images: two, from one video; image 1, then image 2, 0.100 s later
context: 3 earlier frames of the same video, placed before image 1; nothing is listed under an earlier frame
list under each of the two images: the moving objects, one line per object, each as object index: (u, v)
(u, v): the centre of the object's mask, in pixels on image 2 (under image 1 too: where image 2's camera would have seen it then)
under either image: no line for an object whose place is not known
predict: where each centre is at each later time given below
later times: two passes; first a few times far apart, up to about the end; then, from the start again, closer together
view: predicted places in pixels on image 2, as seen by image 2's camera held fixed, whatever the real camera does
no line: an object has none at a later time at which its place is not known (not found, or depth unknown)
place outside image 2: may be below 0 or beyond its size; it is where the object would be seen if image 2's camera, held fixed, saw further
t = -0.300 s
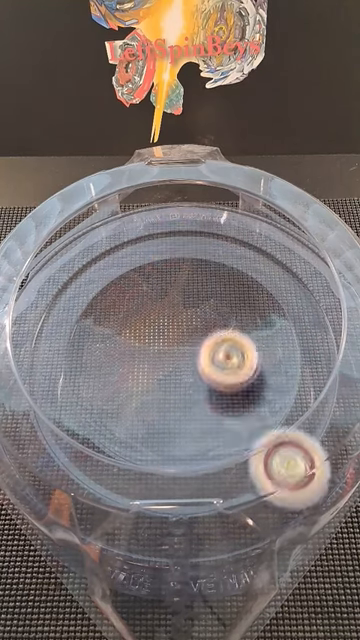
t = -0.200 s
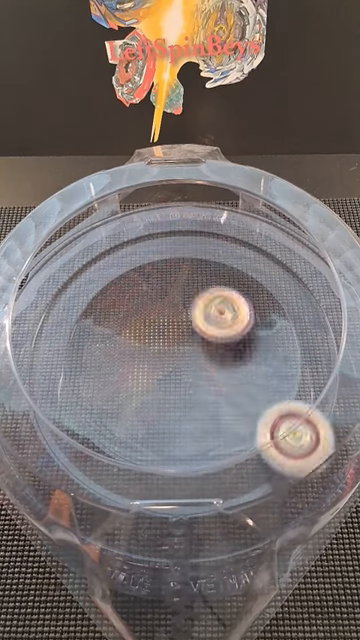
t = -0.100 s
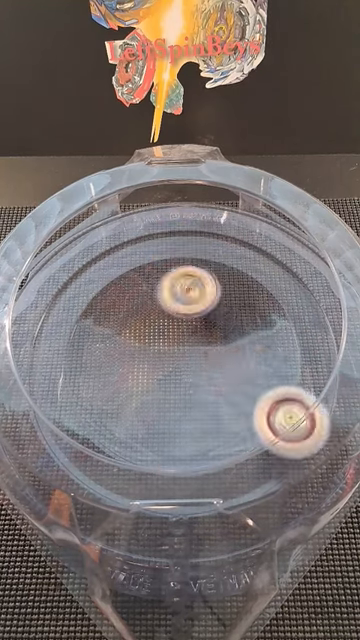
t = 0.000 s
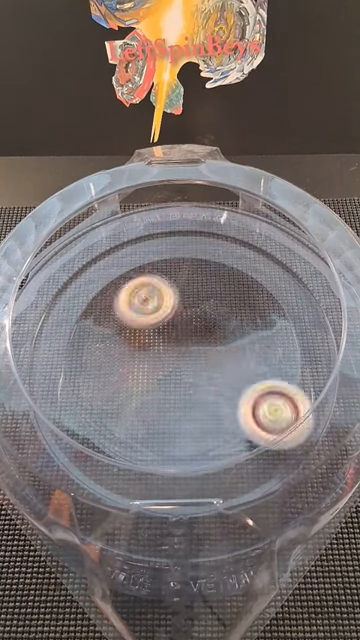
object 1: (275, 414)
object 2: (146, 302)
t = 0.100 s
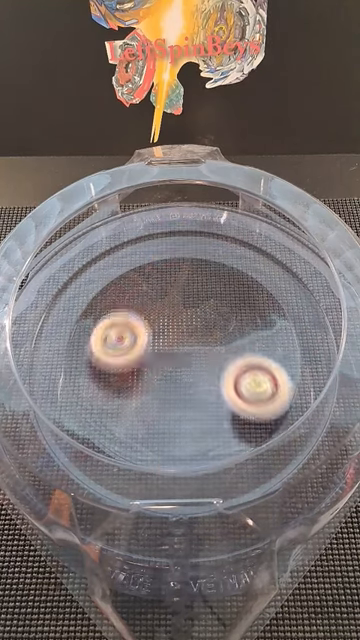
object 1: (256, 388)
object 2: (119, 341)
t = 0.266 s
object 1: (206, 323)
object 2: (151, 411)
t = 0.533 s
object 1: (93, 345)
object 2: (269, 361)
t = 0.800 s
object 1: (120, 439)
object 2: (184, 277)
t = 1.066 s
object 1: (242, 379)
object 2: (86, 363)
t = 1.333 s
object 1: (177, 274)
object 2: (182, 446)
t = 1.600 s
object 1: (80, 309)
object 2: (271, 338)
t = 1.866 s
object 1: (139, 411)
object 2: (166, 264)
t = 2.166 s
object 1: (261, 332)
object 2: (77, 366)
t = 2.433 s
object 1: (201, 259)
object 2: (200, 431)
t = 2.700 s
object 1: (114, 328)
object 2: (278, 325)
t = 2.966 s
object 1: (195, 418)
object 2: (166, 272)
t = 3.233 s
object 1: (284, 352)
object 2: (95, 369)
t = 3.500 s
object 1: (202, 288)
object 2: (199, 428)
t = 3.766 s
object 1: (115, 368)
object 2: (247, 324)
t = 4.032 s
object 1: (187, 436)
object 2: (161, 302)
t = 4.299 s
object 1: (251, 350)
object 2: (145, 369)
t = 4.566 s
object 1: (151, 305)
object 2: (205, 369)
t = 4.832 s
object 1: (110, 387)
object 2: (196, 330)
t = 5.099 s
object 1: (217, 384)
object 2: (159, 350)
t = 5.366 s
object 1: (199, 304)
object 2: (184, 372)
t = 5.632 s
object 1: (134, 332)
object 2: (197, 344)
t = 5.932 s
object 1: (182, 395)
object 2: (184, 330)
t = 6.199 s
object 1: (251, 358)
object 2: (167, 346)
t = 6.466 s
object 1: (203, 293)
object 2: (182, 377)
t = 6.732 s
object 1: (131, 313)
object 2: (187, 393)
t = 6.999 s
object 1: (116, 378)
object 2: (214, 361)
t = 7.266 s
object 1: (193, 391)
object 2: (198, 326)
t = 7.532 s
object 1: (225, 344)
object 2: (163, 300)
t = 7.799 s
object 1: (233, 352)
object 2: (101, 279)
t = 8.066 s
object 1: (231, 356)
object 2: (117, 315)
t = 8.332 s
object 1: (215, 359)
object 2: (142, 341)
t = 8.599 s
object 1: (229, 384)
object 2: (139, 344)
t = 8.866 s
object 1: (243, 394)
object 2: (150, 348)
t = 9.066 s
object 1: (248, 398)
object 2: (159, 357)
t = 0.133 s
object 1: (249, 375)
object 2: (117, 358)
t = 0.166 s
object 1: (243, 361)
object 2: (119, 373)
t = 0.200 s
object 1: (233, 348)
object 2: (126, 387)
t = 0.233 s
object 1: (222, 334)
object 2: (137, 401)
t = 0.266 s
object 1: (206, 323)
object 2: (151, 411)
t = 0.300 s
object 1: (190, 316)
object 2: (167, 417)
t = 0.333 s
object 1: (173, 311)
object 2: (184, 419)
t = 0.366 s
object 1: (157, 310)
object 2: (203, 416)
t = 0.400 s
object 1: (140, 312)
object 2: (222, 412)
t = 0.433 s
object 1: (125, 317)
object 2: (239, 404)
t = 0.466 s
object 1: (113, 324)
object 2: (253, 392)
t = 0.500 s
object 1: (102, 334)
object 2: (263, 378)
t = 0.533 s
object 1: (93, 345)
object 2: (269, 361)
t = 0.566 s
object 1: (86, 357)
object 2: (271, 344)
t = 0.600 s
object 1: (80, 370)
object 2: (269, 328)
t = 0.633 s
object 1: (78, 384)
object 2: (261, 315)
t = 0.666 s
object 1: (80, 398)
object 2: (251, 301)
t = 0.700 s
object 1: (85, 409)
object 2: (237, 290)
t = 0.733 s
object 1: (94, 420)
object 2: (221, 281)
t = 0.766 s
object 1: (106, 430)
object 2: (203, 278)
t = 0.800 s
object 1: (120, 439)
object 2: (184, 277)
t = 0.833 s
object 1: (136, 443)
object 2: (165, 278)
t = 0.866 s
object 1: (155, 443)
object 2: (147, 283)
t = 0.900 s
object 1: (174, 441)
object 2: (131, 291)
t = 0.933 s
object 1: (191, 434)
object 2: (115, 304)
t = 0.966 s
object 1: (209, 425)
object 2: (103, 317)
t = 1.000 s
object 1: (223, 412)
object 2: (94, 331)
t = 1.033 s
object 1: (235, 396)
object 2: (87, 347)
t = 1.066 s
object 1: (242, 379)
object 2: (86, 363)
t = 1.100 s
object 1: (246, 361)
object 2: (88, 381)
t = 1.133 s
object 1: (244, 344)
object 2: (92, 398)
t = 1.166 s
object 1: (239, 326)
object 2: (99, 412)
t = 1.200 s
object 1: (231, 311)
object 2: (112, 424)
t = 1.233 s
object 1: (220, 299)
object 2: (127, 434)
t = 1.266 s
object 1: (207, 287)
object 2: (143, 440)
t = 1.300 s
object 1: (193, 280)
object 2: (162, 445)
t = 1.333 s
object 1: (177, 274)
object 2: (182, 446)
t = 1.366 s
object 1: (162, 271)
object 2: (203, 441)
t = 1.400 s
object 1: (147, 270)
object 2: (222, 433)
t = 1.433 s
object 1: (132, 271)
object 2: (239, 422)
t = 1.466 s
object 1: (119, 274)
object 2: (254, 408)
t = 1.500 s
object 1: (106, 279)
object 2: (266, 391)
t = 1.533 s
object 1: (95, 286)
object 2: (272, 374)
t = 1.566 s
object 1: (86, 297)
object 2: (273, 356)
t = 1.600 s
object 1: (80, 309)
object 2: (271, 338)
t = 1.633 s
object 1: (76, 324)
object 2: (266, 321)
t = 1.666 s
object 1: (75, 339)
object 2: (256, 305)
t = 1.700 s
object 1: (76, 354)
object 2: (246, 291)
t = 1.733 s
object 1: (82, 370)
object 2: (233, 280)
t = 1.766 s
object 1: (92, 383)
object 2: (218, 271)
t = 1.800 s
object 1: (105, 395)
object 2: (201, 265)
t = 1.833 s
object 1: (121, 404)
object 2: (184, 263)
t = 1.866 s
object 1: (139, 411)
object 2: (166, 264)
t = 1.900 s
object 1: (159, 415)
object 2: (148, 266)
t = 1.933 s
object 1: (179, 414)
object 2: (131, 271)
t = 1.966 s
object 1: (199, 410)
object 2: (115, 279)
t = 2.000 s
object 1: (216, 402)
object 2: (101, 289)
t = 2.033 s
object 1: (232, 390)
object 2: (89, 300)
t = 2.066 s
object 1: (243, 378)
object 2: (80, 315)
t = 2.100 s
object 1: (253, 363)
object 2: (75, 331)
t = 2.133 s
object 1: (258, 348)
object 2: (74, 348)
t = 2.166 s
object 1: (261, 332)
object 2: (77, 366)
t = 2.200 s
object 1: (260, 316)
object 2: (83, 383)
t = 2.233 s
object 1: (257, 303)
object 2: (94, 399)
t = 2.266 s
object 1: (252, 291)
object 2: (107, 412)
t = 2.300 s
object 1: (245, 282)
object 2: (123, 422)
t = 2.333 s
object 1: (236, 273)
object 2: (141, 429)
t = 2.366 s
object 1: (225, 266)
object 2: (161, 433)
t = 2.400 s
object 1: (213, 262)
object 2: (180, 434)
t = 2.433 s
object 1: (201, 259)
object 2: (200, 431)
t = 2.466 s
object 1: (188, 259)
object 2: (219, 425)
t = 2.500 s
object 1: (174, 262)
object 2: (236, 417)
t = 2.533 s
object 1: (160, 267)
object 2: (251, 405)
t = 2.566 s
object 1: (148, 275)
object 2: (263, 391)
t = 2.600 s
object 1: (136, 284)
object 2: (272, 375)
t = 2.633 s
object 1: (126, 298)
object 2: (278, 358)
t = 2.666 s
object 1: (119, 311)
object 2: (280, 342)
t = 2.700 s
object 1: (114, 328)
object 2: (278, 325)
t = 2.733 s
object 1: (113, 345)
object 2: (272, 310)
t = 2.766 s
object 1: (116, 362)
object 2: (262, 297)
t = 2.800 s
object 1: (123, 378)
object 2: (250, 285)
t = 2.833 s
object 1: (132, 392)
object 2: (236, 277)
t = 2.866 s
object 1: (146, 403)
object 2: (220, 271)
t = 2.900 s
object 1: (161, 411)
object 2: (202, 268)
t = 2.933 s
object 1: (178, 416)
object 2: (184, 269)
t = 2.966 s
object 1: (195, 418)
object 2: (166, 272)
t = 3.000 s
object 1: (212, 416)
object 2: (150, 278)
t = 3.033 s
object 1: (229, 413)
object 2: (135, 286)
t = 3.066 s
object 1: (244, 407)
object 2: (121, 297)
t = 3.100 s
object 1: (257, 399)
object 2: (110, 309)
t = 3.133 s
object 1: (268, 389)
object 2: (102, 323)
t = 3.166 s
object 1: (276, 377)
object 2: (96, 339)
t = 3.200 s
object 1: (281, 366)
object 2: (94, 353)
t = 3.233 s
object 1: (284, 352)
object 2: (95, 369)
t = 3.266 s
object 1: (283, 340)
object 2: (98, 383)
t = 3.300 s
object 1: (279, 327)
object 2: (106, 397)
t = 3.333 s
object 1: (272, 316)
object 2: (116, 408)
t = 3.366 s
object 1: (261, 306)
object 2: (130, 418)
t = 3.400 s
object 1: (249, 298)
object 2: (146, 426)
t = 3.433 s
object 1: (235, 292)
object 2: (164, 431)
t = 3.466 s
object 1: (219, 289)
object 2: (182, 432)
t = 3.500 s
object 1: (202, 288)
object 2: (199, 428)
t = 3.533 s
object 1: (185, 291)
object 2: (215, 422)
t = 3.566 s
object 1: (169, 296)
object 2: (229, 413)
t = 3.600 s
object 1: (154, 304)
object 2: (240, 400)
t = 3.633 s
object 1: (141, 314)
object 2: (249, 386)
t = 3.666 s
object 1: (130, 326)
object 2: (254, 370)
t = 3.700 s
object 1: (122, 340)
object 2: (255, 353)
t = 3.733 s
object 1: (116, 353)
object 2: (253, 338)
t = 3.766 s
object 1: (115, 368)
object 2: (247, 324)
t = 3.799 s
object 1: (116, 381)
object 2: (240, 313)
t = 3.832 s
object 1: (120, 394)
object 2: (230, 305)
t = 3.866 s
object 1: (126, 405)
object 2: (220, 299)
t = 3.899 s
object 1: (136, 416)
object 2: (209, 295)
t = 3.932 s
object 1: (146, 425)
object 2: (198, 294)
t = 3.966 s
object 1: (159, 431)
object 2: (187, 295)
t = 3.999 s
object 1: (173, 435)
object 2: (174, 297)
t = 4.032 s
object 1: (187, 436)
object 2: (161, 302)
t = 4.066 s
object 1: (203, 433)
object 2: (150, 309)
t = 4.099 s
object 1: (218, 428)
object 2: (141, 317)
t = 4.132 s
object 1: (231, 419)
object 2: (135, 327)
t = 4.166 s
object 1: (242, 408)
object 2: (132, 337)
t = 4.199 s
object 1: (249, 395)
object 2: (132, 347)
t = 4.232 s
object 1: (254, 380)
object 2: (134, 356)
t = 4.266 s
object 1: (254, 366)
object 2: (140, 363)
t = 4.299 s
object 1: (251, 350)
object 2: (145, 369)
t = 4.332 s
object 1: (245, 336)
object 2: (151, 374)
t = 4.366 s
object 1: (236, 323)
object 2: (158, 379)
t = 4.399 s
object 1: (223, 314)
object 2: (167, 382)
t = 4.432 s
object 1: (209, 306)
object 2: (175, 382)
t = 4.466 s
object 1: (195, 302)
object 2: (185, 381)
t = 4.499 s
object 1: (179, 300)
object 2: (192, 379)
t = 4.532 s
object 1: (164, 302)
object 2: (199, 374)
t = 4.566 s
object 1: (151, 305)
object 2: (205, 369)
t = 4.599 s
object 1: (138, 311)
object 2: (209, 363)
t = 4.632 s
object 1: (127, 318)
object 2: (211, 357)
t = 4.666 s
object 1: (118, 327)
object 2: (211, 351)
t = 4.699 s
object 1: (109, 338)
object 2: (210, 346)
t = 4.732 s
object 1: (104, 349)
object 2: (208, 341)
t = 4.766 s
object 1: (102, 363)
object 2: (205, 337)
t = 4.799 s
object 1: (103, 376)
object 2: (202, 333)
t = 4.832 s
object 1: (110, 387)
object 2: (196, 330)
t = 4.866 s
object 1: (119, 397)
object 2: (190, 328)
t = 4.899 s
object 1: (131, 404)
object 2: (184, 328)
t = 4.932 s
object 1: (147, 409)
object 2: (177, 329)
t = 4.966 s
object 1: (162, 411)
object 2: (171, 332)
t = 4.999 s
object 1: (179, 408)
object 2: (166, 336)
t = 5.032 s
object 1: (194, 404)
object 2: (162, 341)
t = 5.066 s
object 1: (207, 396)
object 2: (160, 346)
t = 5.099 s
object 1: (217, 384)
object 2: (159, 350)
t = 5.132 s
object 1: (225, 372)
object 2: (159, 355)
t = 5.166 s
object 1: (229, 360)
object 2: (159, 359)
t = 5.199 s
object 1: (230, 347)
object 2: (160, 364)
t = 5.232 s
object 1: (227, 335)
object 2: (163, 369)
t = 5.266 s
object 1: (222, 324)
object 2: (168, 372)
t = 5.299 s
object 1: (216, 316)
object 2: (174, 374)
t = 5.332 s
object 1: (207, 310)
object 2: (179, 373)
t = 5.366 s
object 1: (199, 304)
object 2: (184, 372)
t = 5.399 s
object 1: (189, 302)
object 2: (187, 370)
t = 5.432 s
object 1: (178, 300)
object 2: (191, 369)
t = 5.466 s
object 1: (169, 301)
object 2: (195, 366)
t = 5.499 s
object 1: (159, 304)
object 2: (199, 362)
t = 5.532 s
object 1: (151, 308)
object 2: (201, 357)
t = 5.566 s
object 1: (143, 315)
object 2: (201, 351)
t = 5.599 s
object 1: (137, 323)
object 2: (200, 347)
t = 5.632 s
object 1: (134, 332)
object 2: (197, 344)
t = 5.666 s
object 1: (132, 343)
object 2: (196, 341)
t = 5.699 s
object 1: (131, 353)
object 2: (196, 339)
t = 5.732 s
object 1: (135, 363)
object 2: (195, 336)
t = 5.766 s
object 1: (140, 372)
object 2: (192, 334)
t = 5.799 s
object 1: (146, 381)
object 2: (190, 333)
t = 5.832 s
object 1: (153, 387)
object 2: (189, 332)
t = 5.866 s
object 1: (162, 393)
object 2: (189, 331)
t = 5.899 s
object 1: (171, 396)
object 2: (187, 330)
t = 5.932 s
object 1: (182, 395)
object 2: (184, 330)
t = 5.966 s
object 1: (192, 395)
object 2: (180, 332)
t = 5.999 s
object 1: (203, 391)
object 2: (178, 336)
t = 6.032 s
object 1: (211, 386)
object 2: (177, 338)
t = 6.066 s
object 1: (223, 385)
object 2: (172, 336)
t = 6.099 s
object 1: (232, 381)
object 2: (168, 337)
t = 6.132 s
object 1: (240, 375)
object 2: (166, 340)
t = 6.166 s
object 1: (247, 366)
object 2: (166, 344)
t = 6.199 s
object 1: (251, 358)
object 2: (167, 346)
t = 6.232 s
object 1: (252, 348)
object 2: (167, 350)
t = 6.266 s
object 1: (250, 338)
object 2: (170, 355)
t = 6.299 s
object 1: (246, 329)
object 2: (175, 359)
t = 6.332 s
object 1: (237, 321)
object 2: (180, 361)
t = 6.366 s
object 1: (227, 316)
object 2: (184, 361)
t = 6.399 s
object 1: (217, 311)
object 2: (188, 363)
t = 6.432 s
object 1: (210, 302)
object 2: (185, 370)
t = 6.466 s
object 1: (203, 293)
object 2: (182, 377)
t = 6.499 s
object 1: (194, 286)
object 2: (179, 384)
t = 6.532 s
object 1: (185, 284)
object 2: (179, 387)
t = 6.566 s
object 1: (175, 284)
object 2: (180, 390)
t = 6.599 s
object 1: (164, 286)
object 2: (181, 392)
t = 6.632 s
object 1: (154, 290)
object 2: (182, 394)
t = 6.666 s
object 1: (145, 296)
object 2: (184, 395)
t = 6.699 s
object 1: (138, 304)
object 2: (185, 395)
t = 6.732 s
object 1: (131, 313)
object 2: (187, 393)
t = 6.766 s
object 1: (127, 324)
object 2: (188, 389)
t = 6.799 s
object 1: (126, 335)
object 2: (189, 384)
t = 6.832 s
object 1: (126, 347)
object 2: (189, 377)
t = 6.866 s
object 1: (126, 355)
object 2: (189, 372)
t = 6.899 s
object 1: (118, 360)
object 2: (197, 371)
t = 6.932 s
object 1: (113, 365)
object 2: (206, 369)
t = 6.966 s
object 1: (113, 370)
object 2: (211, 365)
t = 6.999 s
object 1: (116, 378)
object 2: (214, 361)
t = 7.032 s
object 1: (120, 386)
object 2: (216, 356)
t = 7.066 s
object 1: (127, 392)
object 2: (216, 351)
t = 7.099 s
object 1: (136, 397)
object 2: (215, 346)
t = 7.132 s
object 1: (146, 400)
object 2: (213, 341)
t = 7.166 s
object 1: (158, 400)
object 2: (211, 337)
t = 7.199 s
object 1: (171, 399)
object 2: (207, 332)
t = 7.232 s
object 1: (183, 397)
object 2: (203, 329)
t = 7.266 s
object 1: (193, 391)
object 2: (198, 326)
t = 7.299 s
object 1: (203, 384)
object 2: (192, 325)
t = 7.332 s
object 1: (209, 379)
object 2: (187, 320)
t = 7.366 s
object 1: (216, 377)
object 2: (182, 312)
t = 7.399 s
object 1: (220, 373)
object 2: (177, 305)
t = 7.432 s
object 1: (224, 367)
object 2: (173, 302)
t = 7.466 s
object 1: (226, 360)
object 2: (169, 301)
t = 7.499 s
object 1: (226, 353)
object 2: (166, 300)
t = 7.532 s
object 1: (225, 344)
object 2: (163, 300)
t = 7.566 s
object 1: (222, 337)
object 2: (161, 300)
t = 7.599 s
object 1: (217, 331)
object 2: (159, 301)
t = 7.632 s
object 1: (212, 326)
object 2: (153, 300)
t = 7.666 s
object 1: (219, 332)
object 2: (136, 291)
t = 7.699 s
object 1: (226, 338)
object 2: (122, 284)
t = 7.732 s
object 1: (230, 345)
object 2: (111, 280)
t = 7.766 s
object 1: (232, 349)
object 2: (104, 278)
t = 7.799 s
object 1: (233, 352)
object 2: (101, 279)
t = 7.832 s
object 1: (233, 355)
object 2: (100, 281)
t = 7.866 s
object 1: (233, 356)
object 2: (99, 284)
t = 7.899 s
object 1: (233, 357)
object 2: (100, 289)
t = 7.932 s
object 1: (233, 357)
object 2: (102, 294)
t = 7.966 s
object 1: (233, 357)
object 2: (104, 299)
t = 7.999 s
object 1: (232, 357)
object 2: (108, 304)
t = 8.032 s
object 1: (232, 357)
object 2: (113, 309)
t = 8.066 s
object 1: (231, 356)
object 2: (117, 315)
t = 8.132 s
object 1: (229, 356)
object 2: (123, 321)
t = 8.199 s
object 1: (226, 357)
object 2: (129, 327)
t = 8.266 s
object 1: (221, 358)
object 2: (135, 334)
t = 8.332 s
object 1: (215, 359)
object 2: (142, 341)
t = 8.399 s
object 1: (210, 361)
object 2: (148, 348)
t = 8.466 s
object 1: (216, 371)
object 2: (143, 346)
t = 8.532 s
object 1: (223, 379)
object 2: (140, 346)
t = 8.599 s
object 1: (229, 384)
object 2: (139, 344)
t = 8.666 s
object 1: (233, 387)
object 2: (140, 345)
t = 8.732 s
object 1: (237, 390)
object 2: (143, 344)
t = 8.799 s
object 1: (240, 392)
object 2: (147, 346)
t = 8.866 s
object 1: (243, 394)
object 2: (150, 348)
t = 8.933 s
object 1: (245, 396)
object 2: (154, 351)
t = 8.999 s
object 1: (247, 397)
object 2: (157, 354)
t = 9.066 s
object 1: (248, 398)
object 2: (159, 357)
